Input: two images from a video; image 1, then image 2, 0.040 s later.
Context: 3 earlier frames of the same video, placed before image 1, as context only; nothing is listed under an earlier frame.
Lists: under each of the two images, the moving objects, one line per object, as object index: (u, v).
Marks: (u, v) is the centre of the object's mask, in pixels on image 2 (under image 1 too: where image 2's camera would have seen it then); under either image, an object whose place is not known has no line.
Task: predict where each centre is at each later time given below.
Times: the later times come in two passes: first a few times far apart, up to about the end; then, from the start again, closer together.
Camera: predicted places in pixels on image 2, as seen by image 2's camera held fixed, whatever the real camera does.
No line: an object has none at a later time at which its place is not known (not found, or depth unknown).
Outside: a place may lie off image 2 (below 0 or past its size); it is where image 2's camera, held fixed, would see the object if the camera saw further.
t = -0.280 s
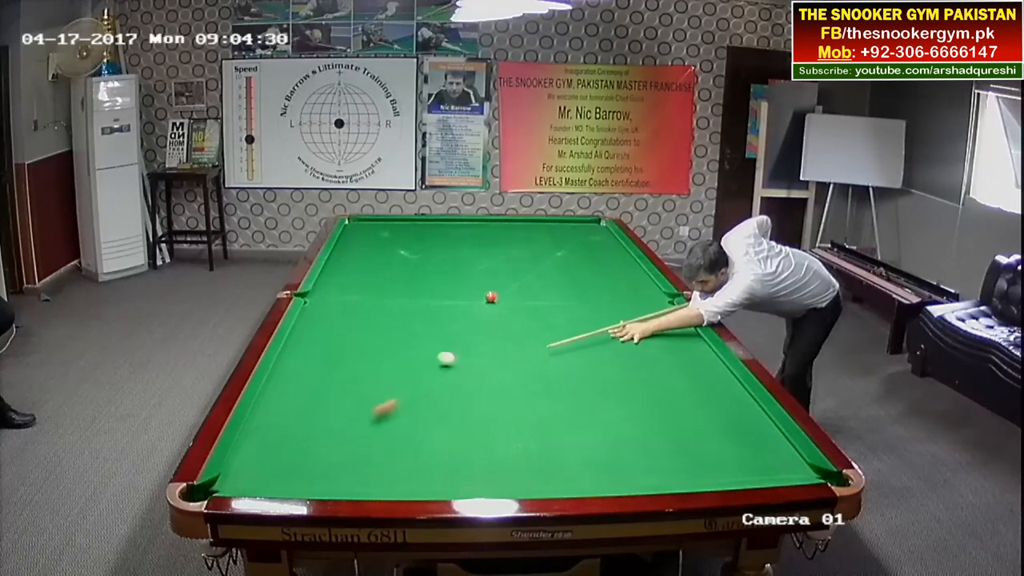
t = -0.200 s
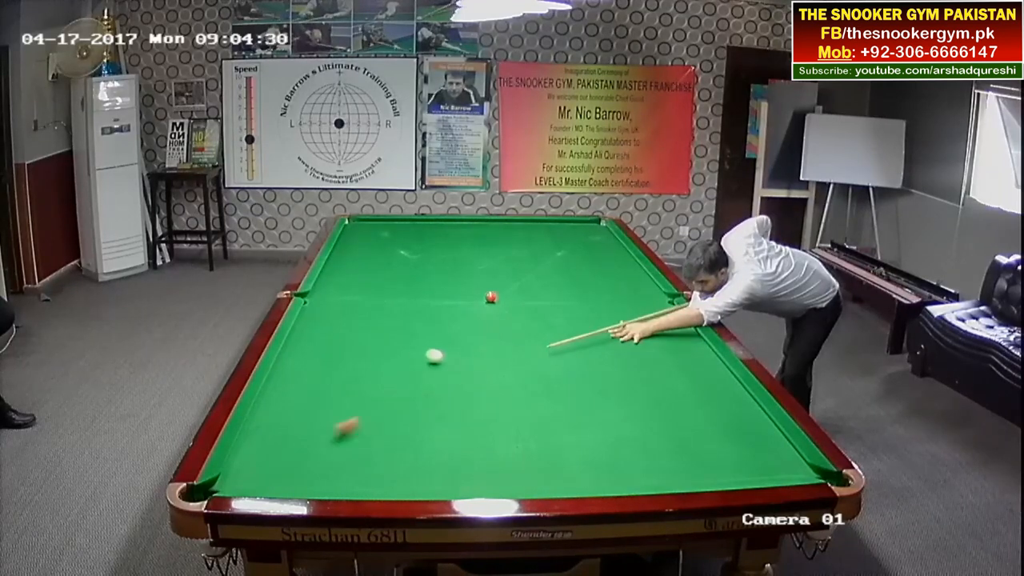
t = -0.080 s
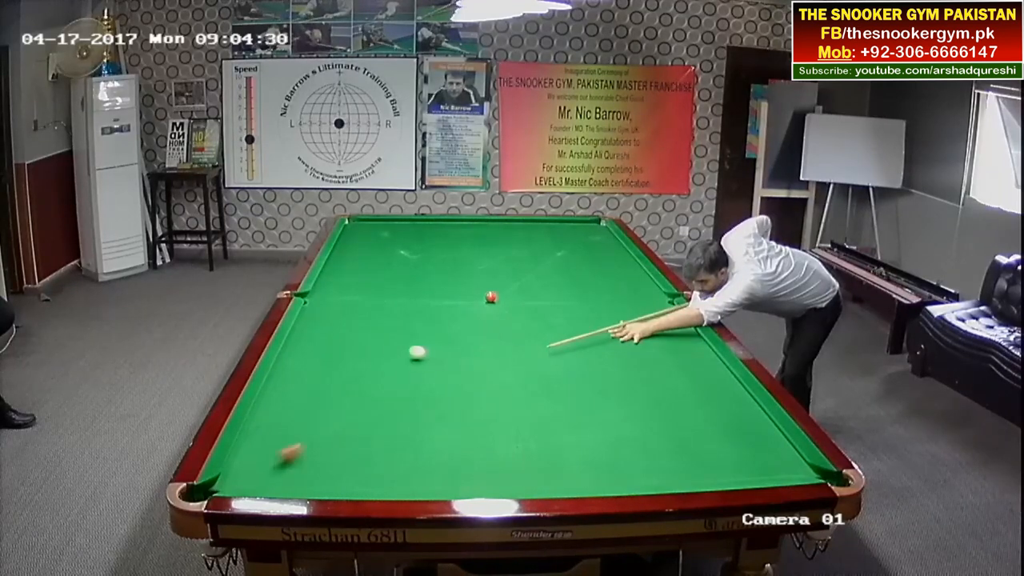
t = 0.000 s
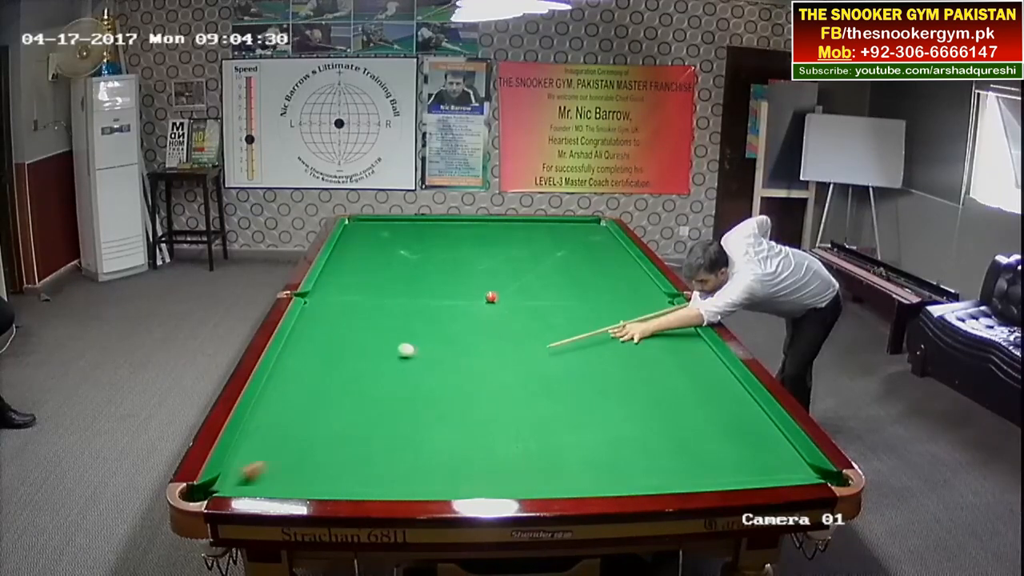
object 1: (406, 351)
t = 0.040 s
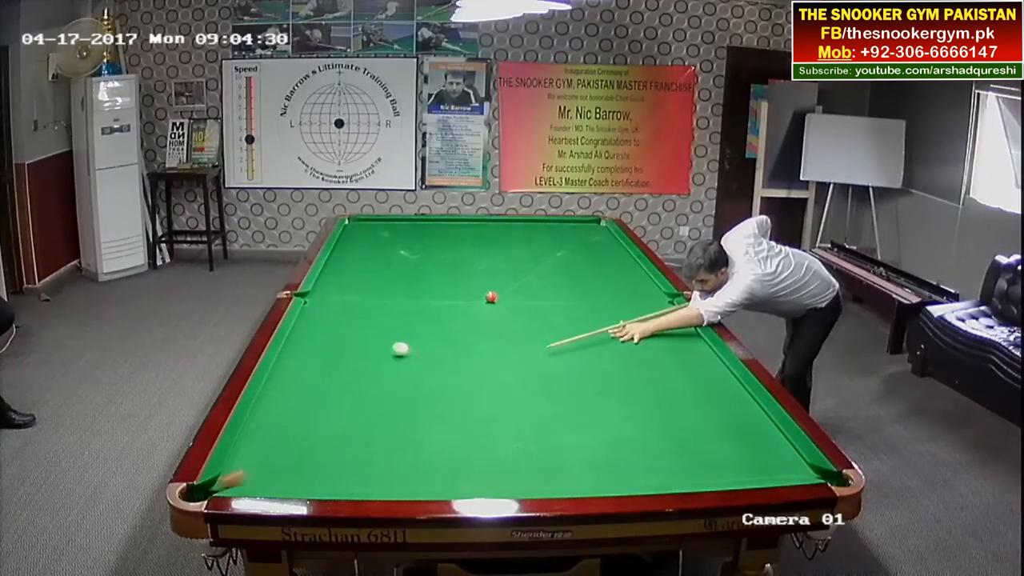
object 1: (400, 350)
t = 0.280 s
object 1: (369, 342)
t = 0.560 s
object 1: (336, 335)
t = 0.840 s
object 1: (306, 329)
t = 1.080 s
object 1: (310, 325)
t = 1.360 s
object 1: (329, 321)
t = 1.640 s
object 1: (346, 317)
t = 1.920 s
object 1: (362, 313)
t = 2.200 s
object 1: (375, 310)
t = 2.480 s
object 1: (387, 308)
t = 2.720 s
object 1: (395, 306)
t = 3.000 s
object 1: (404, 304)
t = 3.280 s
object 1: (411, 303)
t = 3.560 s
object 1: (417, 302)
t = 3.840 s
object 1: (421, 301)
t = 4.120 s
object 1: (423, 301)
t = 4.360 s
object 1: (424, 300)
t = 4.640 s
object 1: (425, 300)
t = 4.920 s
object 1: (425, 300)
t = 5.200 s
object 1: (425, 300)
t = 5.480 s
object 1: (425, 300)
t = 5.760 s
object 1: (425, 300)
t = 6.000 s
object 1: (425, 300)
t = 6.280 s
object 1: (425, 300)
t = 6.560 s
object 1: (425, 300)
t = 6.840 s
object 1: (425, 300)
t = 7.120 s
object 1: (425, 300)
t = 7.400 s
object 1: (425, 300)
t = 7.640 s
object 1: (425, 300)
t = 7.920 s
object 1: (425, 300)
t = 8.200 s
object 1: (425, 300)
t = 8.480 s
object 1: (425, 300)
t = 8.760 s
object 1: (425, 300)
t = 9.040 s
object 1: (425, 300)
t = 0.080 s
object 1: (395, 348)
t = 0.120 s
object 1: (389, 347)
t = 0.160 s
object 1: (384, 346)
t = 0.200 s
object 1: (379, 344)
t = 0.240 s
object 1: (374, 343)
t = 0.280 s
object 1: (369, 342)
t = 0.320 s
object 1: (364, 341)
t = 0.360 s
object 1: (359, 340)
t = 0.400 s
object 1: (354, 339)
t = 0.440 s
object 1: (349, 338)
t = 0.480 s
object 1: (345, 337)
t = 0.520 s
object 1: (340, 336)
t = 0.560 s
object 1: (336, 335)
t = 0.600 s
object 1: (331, 335)
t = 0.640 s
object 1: (327, 334)
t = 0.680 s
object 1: (322, 333)
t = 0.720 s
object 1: (318, 332)
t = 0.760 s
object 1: (314, 331)
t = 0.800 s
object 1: (310, 330)
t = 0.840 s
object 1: (306, 329)
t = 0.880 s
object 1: (301, 328)
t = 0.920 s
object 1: (298, 327)
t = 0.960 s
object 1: (301, 327)
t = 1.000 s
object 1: (304, 326)
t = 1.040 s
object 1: (307, 325)
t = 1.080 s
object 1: (310, 325)
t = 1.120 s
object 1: (313, 324)
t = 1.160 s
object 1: (315, 323)
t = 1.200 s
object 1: (318, 323)
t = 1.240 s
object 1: (321, 322)
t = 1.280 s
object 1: (324, 322)
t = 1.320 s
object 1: (326, 321)
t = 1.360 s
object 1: (329, 321)
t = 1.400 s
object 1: (332, 320)
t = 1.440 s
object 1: (334, 319)
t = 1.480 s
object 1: (337, 319)
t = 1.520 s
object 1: (339, 318)
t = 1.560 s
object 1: (341, 318)
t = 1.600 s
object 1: (344, 317)
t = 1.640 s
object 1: (346, 317)
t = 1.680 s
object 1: (349, 316)
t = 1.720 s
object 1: (351, 316)
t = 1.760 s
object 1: (353, 315)
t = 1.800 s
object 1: (355, 314)
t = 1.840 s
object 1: (357, 314)
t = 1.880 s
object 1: (359, 314)
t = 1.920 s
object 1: (362, 313)
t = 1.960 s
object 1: (364, 313)
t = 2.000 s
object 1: (365, 313)
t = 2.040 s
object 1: (367, 312)
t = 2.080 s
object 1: (369, 312)
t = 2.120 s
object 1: (371, 311)
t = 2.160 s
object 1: (373, 311)
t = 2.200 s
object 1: (375, 310)
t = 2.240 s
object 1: (376, 310)
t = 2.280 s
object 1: (378, 310)
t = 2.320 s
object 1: (380, 309)
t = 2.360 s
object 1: (382, 309)
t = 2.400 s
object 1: (383, 308)
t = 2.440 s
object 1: (385, 308)
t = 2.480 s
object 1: (387, 308)
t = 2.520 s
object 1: (388, 308)
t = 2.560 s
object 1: (390, 307)
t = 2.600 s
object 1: (391, 307)
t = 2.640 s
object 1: (393, 307)
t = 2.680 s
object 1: (394, 306)
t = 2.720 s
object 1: (395, 306)
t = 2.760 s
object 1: (396, 306)
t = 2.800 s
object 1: (398, 305)
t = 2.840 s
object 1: (399, 305)
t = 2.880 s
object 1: (400, 305)
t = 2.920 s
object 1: (401, 305)
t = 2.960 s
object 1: (403, 305)
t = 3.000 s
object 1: (404, 304)
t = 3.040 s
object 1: (405, 304)
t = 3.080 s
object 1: (406, 304)
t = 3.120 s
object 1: (407, 304)
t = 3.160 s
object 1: (408, 304)
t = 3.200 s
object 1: (409, 303)
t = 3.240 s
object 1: (410, 303)
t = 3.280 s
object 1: (411, 303)
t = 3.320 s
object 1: (412, 303)
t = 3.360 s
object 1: (413, 303)
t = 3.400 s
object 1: (413, 302)
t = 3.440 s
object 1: (414, 302)
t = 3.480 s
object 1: (415, 302)
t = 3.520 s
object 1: (416, 302)
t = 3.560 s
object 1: (417, 302)
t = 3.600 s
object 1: (417, 302)
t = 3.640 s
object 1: (418, 302)
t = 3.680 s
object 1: (418, 301)
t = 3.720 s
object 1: (419, 301)
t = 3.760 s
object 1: (420, 301)
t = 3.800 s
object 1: (420, 301)
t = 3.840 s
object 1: (421, 301)
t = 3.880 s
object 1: (421, 301)
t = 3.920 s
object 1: (421, 301)
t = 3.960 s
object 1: (422, 301)
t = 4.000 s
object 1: (422, 301)
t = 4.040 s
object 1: (423, 301)
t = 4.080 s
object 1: (423, 301)
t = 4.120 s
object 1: (423, 301)
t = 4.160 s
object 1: (424, 301)
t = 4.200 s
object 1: (424, 300)
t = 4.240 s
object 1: (424, 300)
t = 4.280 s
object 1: (424, 300)
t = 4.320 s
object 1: (424, 300)
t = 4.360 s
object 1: (424, 300)
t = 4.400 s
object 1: (425, 300)
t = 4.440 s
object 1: (425, 300)
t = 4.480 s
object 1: (425, 300)
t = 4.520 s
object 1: (425, 300)
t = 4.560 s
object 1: (425, 300)
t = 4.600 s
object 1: (425, 300)
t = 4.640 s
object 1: (425, 300)
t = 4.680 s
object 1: (425, 300)
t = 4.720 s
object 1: (425, 300)
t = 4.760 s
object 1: (425, 300)
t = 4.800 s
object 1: (425, 300)
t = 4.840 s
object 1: (425, 300)
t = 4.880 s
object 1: (425, 300)
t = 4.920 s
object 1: (425, 300)
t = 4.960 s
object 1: (425, 300)
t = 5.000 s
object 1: (425, 300)
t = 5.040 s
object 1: (425, 300)
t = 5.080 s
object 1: (425, 300)
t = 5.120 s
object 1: (425, 300)
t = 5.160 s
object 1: (425, 300)
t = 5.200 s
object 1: (425, 300)
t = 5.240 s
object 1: (425, 300)
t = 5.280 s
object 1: (425, 300)
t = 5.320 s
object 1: (425, 300)
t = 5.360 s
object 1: (425, 300)
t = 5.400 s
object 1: (425, 300)
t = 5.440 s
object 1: (425, 300)
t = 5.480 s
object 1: (425, 300)
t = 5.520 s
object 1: (425, 300)
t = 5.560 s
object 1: (425, 300)
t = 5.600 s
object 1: (425, 300)
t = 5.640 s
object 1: (425, 300)
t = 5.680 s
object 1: (425, 300)
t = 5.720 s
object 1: (425, 300)
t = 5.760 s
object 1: (425, 300)
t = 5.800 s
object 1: (425, 300)
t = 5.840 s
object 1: (425, 300)
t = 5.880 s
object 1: (425, 300)
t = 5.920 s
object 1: (425, 300)
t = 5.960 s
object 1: (425, 300)
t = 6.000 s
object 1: (425, 300)
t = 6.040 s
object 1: (425, 300)
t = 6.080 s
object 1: (425, 300)
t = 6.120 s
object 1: (425, 300)
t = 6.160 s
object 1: (425, 300)
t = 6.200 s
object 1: (425, 300)
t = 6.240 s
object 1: (425, 300)
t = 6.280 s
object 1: (425, 300)
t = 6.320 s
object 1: (425, 300)
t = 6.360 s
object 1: (425, 300)
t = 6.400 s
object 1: (425, 300)
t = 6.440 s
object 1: (425, 300)
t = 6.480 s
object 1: (425, 300)
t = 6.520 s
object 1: (425, 300)
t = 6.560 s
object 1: (425, 300)
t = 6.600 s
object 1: (425, 300)
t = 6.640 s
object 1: (425, 300)
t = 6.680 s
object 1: (425, 300)
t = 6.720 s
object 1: (425, 300)
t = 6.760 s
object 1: (425, 300)
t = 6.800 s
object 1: (425, 300)
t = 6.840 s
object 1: (425, 300)
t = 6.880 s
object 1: (425, 300)
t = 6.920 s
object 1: (425, 300)
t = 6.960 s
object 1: (425, 300)
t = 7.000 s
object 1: (425, 300)
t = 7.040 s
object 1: (425, 300)
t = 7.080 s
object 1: (425, 300)
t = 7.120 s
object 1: (425, 300)
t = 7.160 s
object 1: (425, 300)
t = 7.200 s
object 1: (425, 300)
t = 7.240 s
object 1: (425, 300)
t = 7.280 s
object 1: (425, 300)
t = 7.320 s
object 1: (425, 300)
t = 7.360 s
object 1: (425, 300)
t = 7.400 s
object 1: (425, 300)
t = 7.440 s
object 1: (425, 300)
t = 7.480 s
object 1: (425, 300)
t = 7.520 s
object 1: (425, 300)
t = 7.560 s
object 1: (425, 300)
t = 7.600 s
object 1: (425, 300)
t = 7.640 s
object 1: (425, 300)
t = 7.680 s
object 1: (425, 300)
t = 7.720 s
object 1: (425, 300)
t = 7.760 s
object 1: (425, 300)
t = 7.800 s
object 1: (425, 300)
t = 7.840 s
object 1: (425, 300)
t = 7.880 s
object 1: (425, 300)
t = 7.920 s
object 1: (425, 300)
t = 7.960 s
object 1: (424, 300)
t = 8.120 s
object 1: (426, 300)
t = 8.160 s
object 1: (425, 300)
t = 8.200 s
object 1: (425, 300)
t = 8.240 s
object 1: (425, 300)
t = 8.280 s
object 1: (425, 300)
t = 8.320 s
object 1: (425, 300)
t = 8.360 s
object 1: (425, 300)
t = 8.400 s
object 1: (425, 300)
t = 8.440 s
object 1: (425, 300)
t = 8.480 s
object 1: (425, 300)
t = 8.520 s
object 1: (425, 300)
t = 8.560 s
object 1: (425, 300)
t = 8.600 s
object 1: (425, 300)
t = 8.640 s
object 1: (425, 300)
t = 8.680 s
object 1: (425, 300)
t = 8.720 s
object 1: (425, 300)
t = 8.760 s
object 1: (425, 300)
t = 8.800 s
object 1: (425, 300)
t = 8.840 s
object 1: (425, 300)
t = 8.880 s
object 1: (425, 300)
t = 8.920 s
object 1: (425, 300)
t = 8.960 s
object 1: (425, 300)
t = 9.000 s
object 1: (425, 300)
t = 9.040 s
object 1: (425, 300)
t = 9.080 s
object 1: (425, 300)
